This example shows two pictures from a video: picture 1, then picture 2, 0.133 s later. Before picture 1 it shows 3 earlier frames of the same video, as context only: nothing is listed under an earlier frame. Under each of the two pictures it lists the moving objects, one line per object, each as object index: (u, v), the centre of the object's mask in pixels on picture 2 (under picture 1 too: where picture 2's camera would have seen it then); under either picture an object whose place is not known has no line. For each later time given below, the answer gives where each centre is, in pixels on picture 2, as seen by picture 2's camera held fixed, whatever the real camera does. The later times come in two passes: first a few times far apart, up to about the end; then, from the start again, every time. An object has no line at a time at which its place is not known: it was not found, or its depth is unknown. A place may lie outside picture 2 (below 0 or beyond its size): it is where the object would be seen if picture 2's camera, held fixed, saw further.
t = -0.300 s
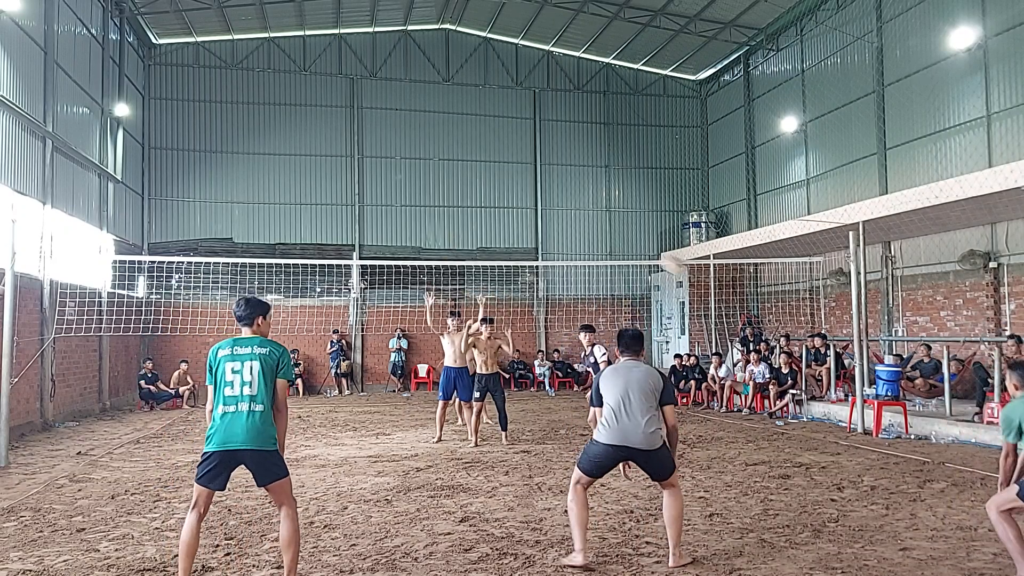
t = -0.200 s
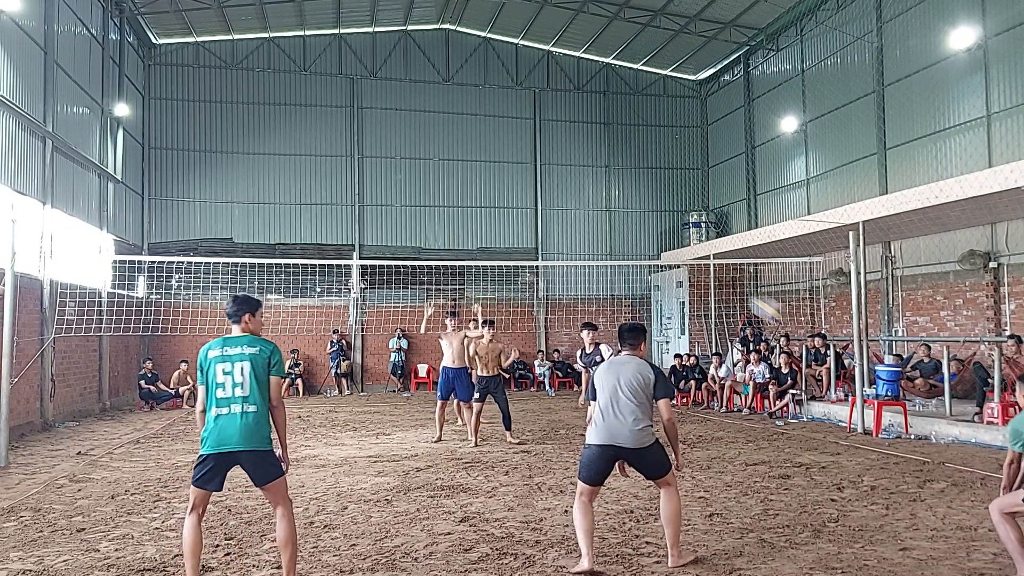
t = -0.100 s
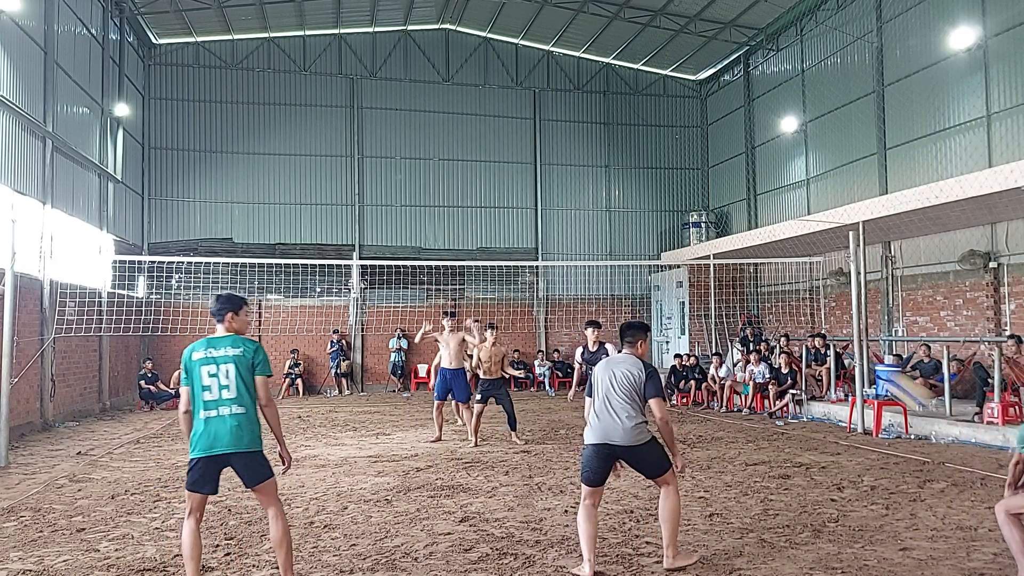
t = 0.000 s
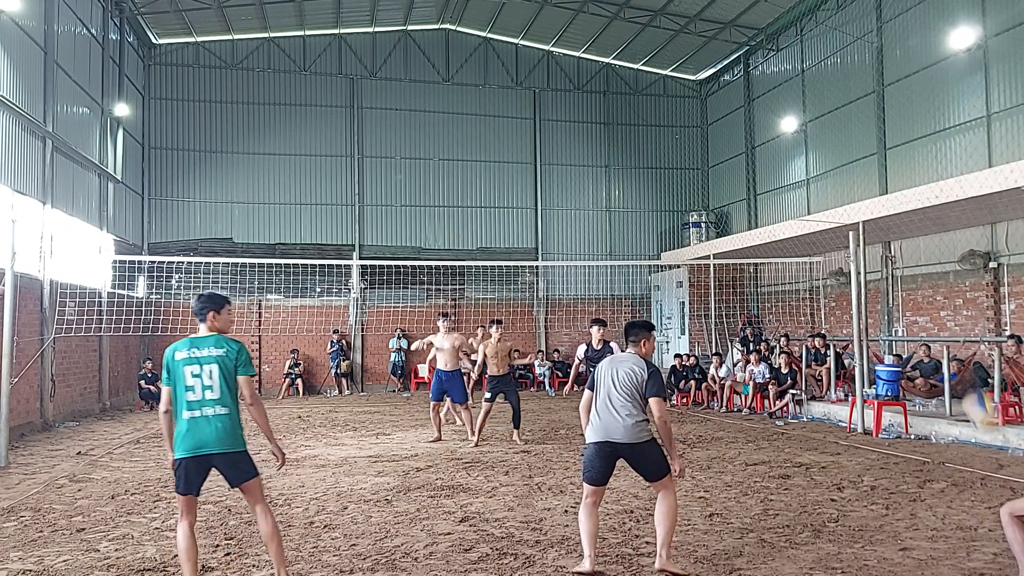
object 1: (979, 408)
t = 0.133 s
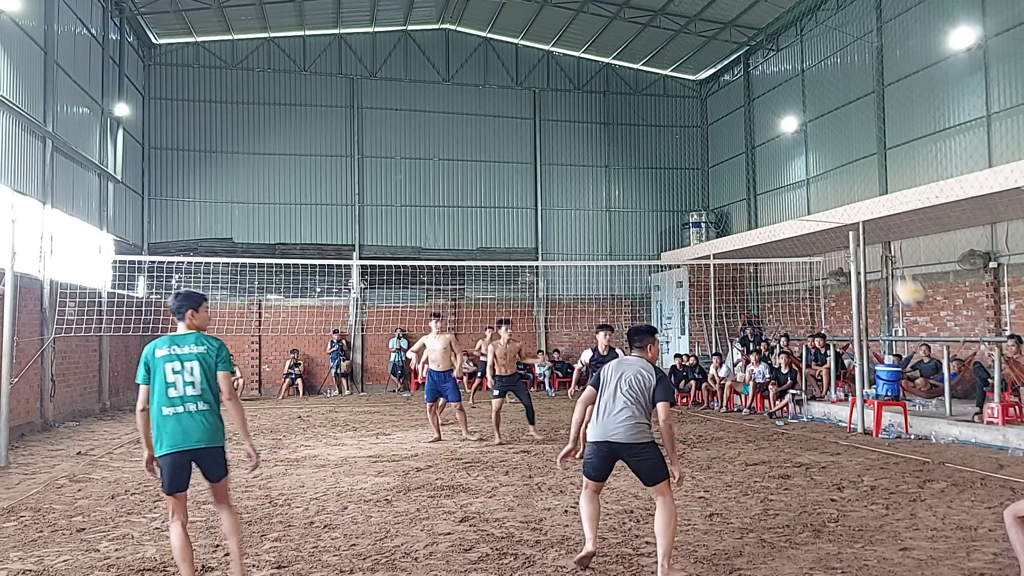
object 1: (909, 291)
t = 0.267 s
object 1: (847, 207)
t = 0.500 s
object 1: (761, 131)
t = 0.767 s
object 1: (680, 123)
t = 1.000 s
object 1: (621, 170)
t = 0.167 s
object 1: (892, 268)
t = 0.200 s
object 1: (878, 245)
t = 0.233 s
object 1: (866, 228)
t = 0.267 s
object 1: (847, 207)
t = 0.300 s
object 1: (835, 192)
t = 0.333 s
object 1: (820, 178)
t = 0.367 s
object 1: (809, 165)
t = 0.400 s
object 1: (795, 153)
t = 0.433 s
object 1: (784, 145)
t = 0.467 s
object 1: (770, 138)
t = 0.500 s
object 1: (761, 131)
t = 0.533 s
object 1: (750, 126)
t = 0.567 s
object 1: (739, 121)
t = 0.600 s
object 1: (728, 119)
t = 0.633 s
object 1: (719, 117)
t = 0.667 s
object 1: (709, 117)
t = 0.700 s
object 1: (699, 117)
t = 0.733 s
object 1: (690, 120)
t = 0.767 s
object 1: (680, 123)
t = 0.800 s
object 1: (671, 127)
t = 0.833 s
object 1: (663, 132)
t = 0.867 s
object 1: (654, 138)
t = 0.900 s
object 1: (645, 145)
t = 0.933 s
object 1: (638, 152)
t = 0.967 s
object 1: (630, 162)
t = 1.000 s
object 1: (621, 170)
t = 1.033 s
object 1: (614, 182)
